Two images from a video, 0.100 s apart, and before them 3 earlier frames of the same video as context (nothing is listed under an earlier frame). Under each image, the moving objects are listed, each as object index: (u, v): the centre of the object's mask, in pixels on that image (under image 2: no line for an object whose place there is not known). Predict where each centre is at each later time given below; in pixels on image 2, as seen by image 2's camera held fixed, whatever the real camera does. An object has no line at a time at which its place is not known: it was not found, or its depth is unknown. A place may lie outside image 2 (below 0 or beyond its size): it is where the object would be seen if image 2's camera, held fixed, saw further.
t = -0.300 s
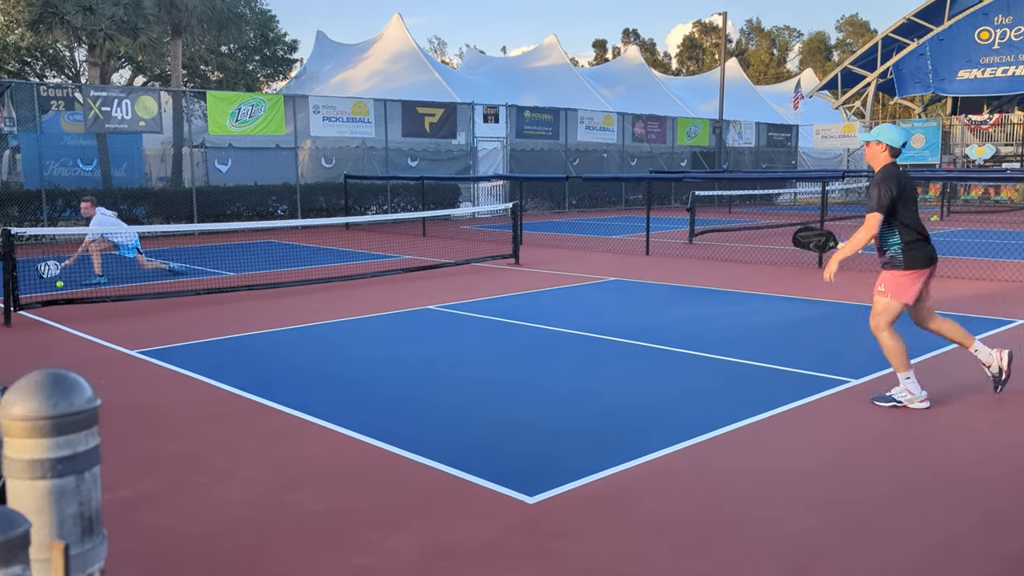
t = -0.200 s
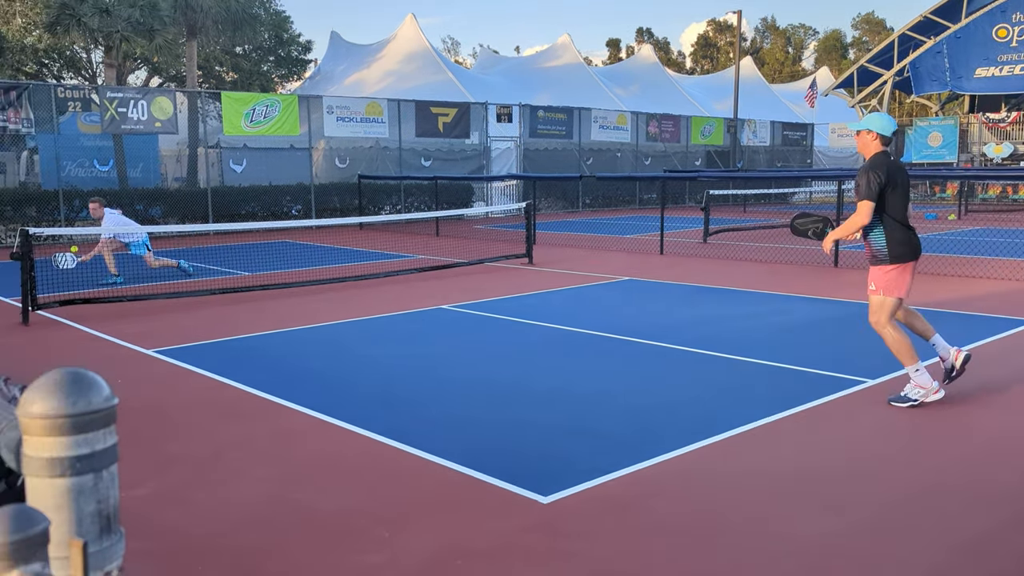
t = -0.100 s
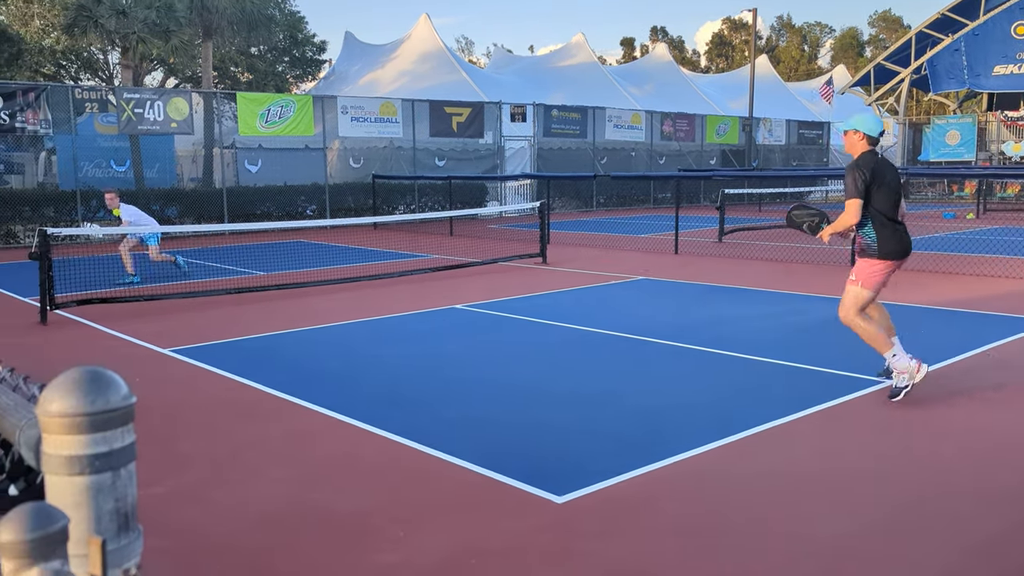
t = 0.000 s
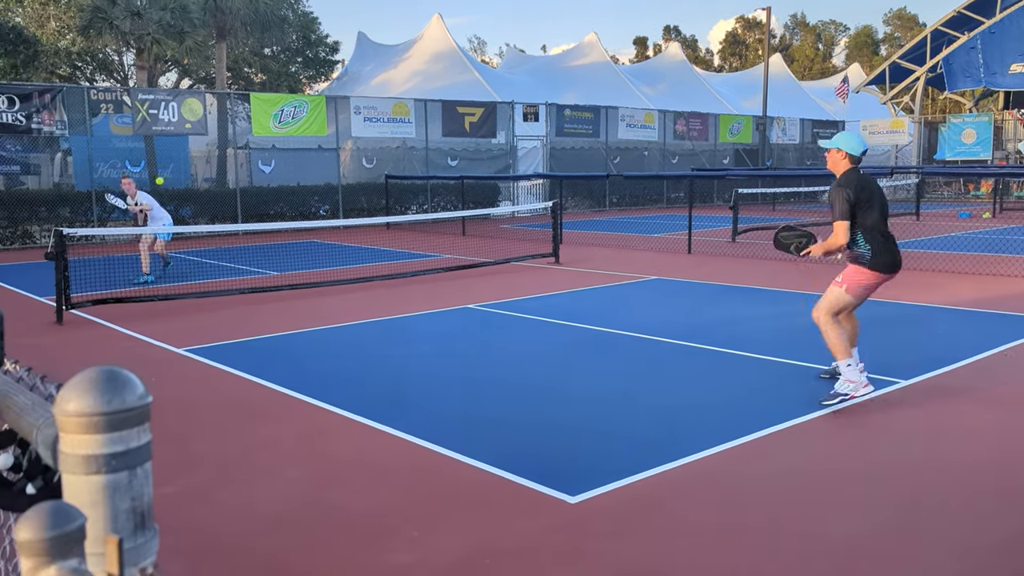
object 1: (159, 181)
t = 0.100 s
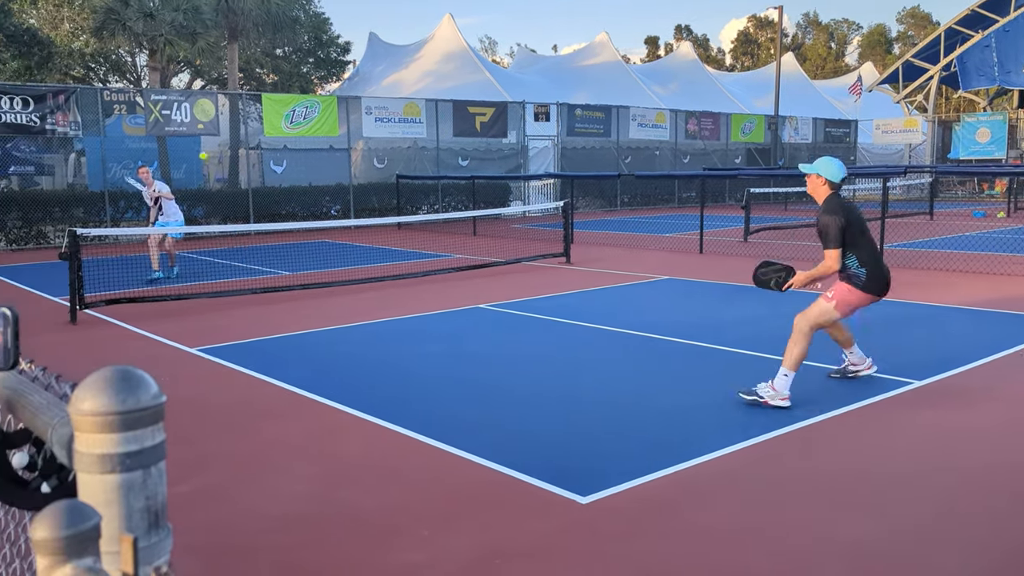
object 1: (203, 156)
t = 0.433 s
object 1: (336, 130)
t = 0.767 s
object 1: (529, 236)
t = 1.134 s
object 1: (752, 334)
